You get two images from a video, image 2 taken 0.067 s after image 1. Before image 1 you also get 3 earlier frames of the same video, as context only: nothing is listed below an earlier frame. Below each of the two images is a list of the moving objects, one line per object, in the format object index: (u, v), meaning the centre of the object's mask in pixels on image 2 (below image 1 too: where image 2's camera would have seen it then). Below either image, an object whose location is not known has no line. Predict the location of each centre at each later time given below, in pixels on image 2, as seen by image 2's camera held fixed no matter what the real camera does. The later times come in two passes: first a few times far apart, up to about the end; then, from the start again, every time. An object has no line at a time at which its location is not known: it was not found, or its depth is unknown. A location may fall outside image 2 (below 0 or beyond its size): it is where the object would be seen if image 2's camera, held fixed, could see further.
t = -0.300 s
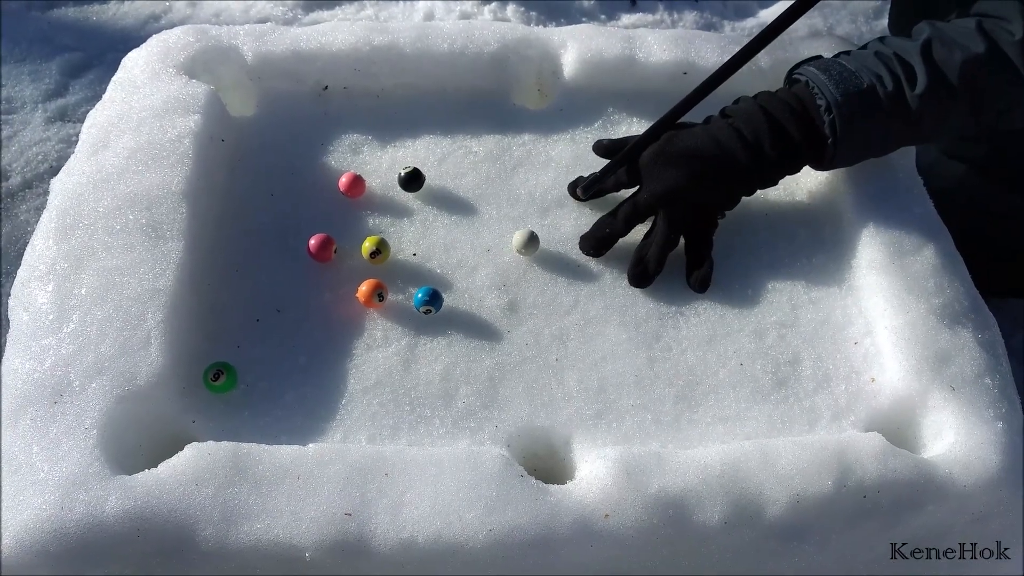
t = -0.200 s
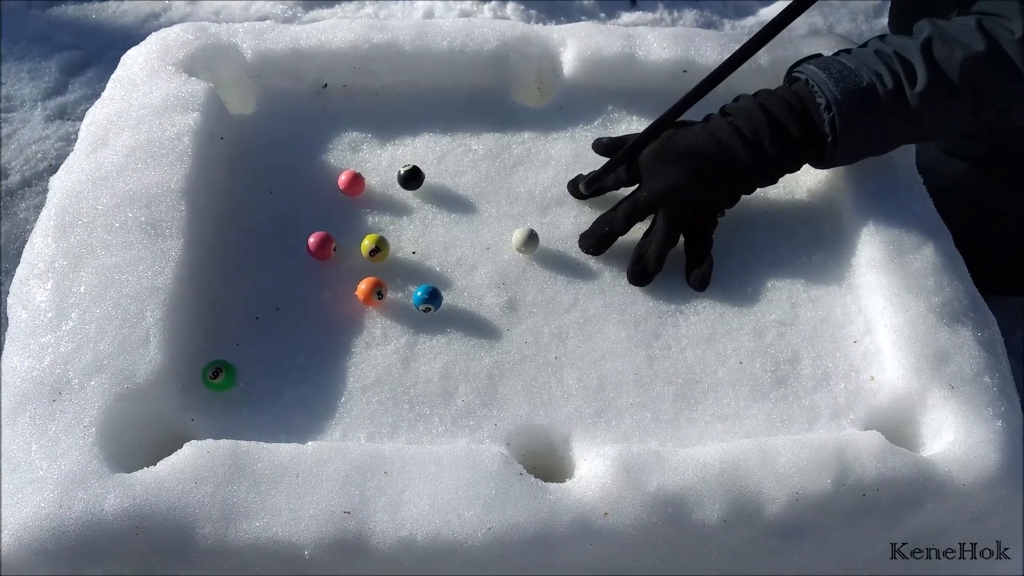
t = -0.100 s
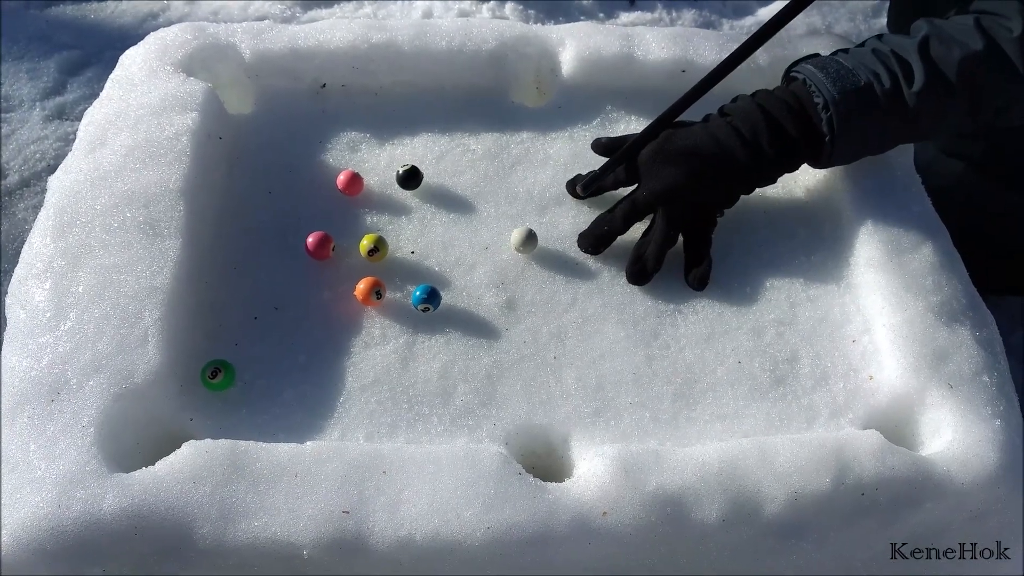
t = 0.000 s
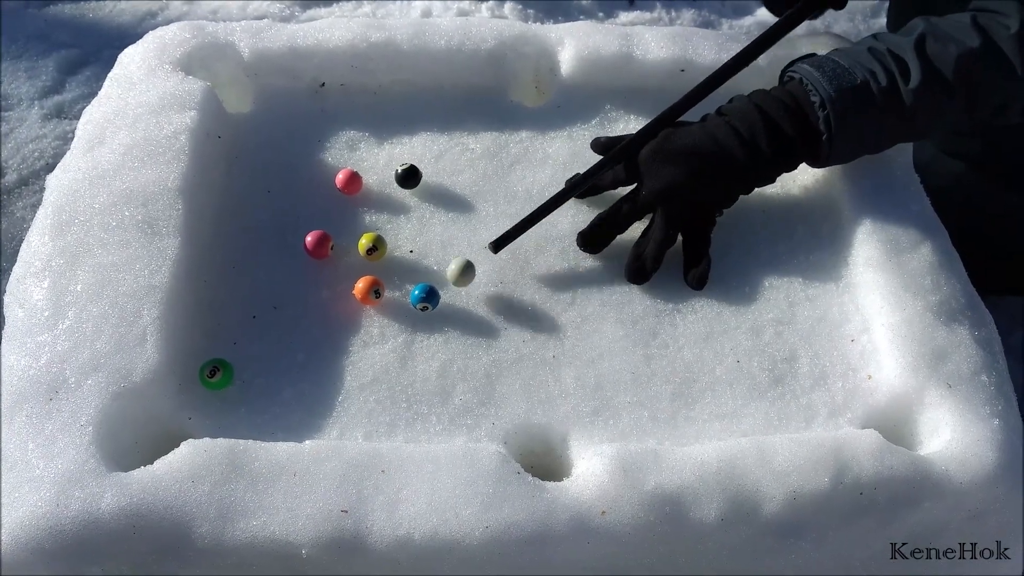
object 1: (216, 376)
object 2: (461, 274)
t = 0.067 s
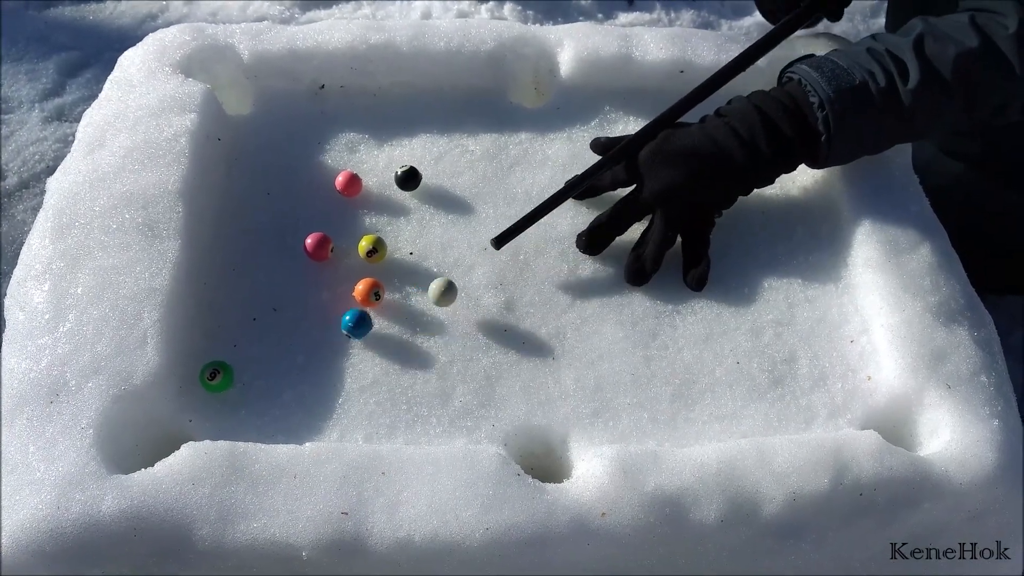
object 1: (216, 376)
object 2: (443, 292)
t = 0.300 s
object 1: (183, 419)
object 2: (412, 329)
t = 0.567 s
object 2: (413, 328)
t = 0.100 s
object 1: (216, 376)
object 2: (440, 306)
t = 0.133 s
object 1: (217, 376)
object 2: (435, 313)
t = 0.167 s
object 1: (217, 376)
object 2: (428, 316)
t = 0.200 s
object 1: (193, 387)
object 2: (423, 320)
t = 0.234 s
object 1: (187, 399)
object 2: (418, 323)
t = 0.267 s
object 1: (186, 409)
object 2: (414, 327)
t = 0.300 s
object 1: (183, 419)
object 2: (412, 329)
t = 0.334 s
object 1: (179, 431)
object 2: (412, 330)
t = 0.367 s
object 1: (173, 444)
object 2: (413, 328)
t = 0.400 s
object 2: (413, 326)
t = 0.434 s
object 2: (413, 326)
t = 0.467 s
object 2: (413, 326)
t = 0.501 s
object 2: (413, 326)
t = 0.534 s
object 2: (413, 328)
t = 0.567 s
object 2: (413, 328)
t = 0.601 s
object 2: (413, 327)
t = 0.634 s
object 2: (413, 327)
